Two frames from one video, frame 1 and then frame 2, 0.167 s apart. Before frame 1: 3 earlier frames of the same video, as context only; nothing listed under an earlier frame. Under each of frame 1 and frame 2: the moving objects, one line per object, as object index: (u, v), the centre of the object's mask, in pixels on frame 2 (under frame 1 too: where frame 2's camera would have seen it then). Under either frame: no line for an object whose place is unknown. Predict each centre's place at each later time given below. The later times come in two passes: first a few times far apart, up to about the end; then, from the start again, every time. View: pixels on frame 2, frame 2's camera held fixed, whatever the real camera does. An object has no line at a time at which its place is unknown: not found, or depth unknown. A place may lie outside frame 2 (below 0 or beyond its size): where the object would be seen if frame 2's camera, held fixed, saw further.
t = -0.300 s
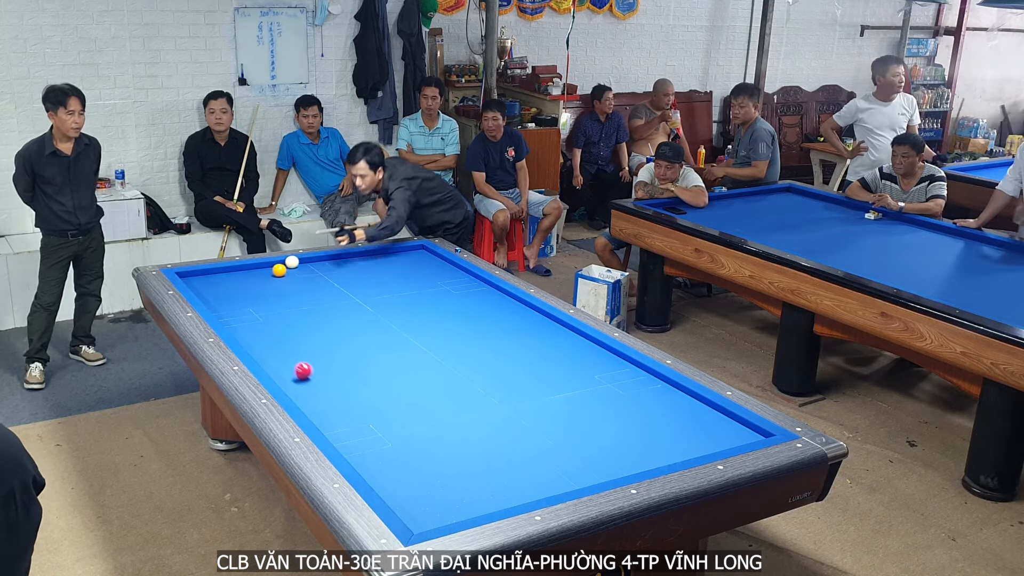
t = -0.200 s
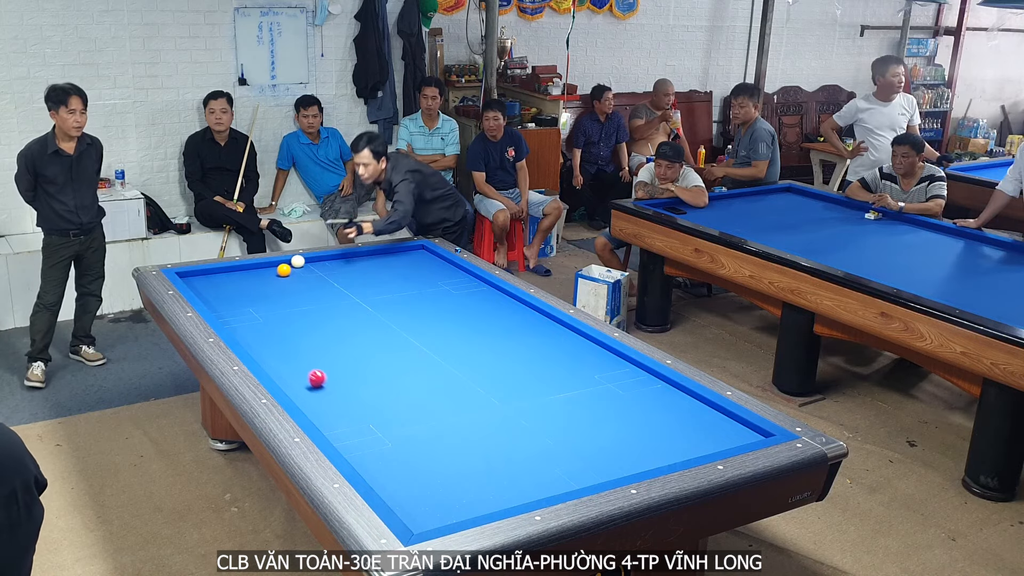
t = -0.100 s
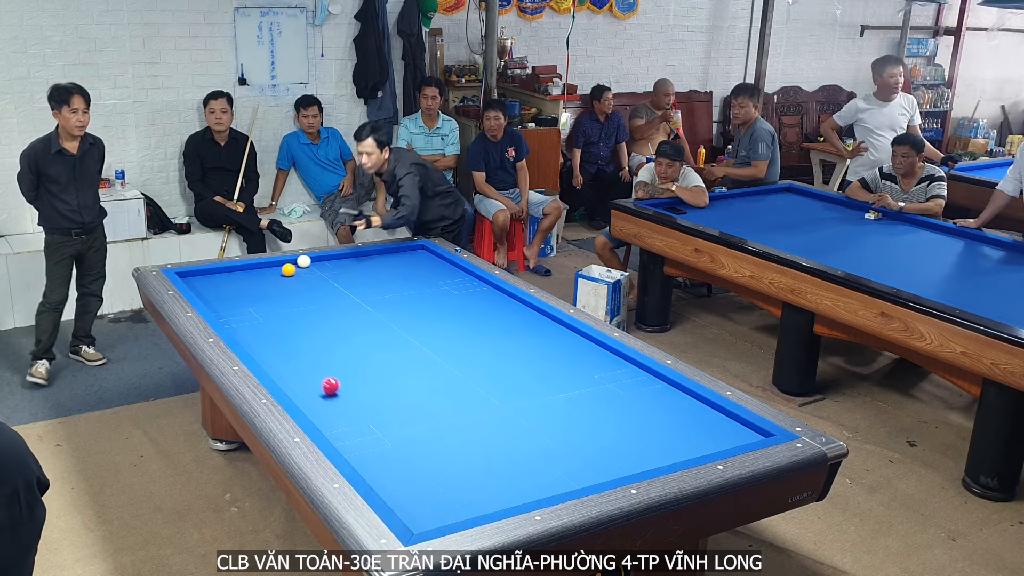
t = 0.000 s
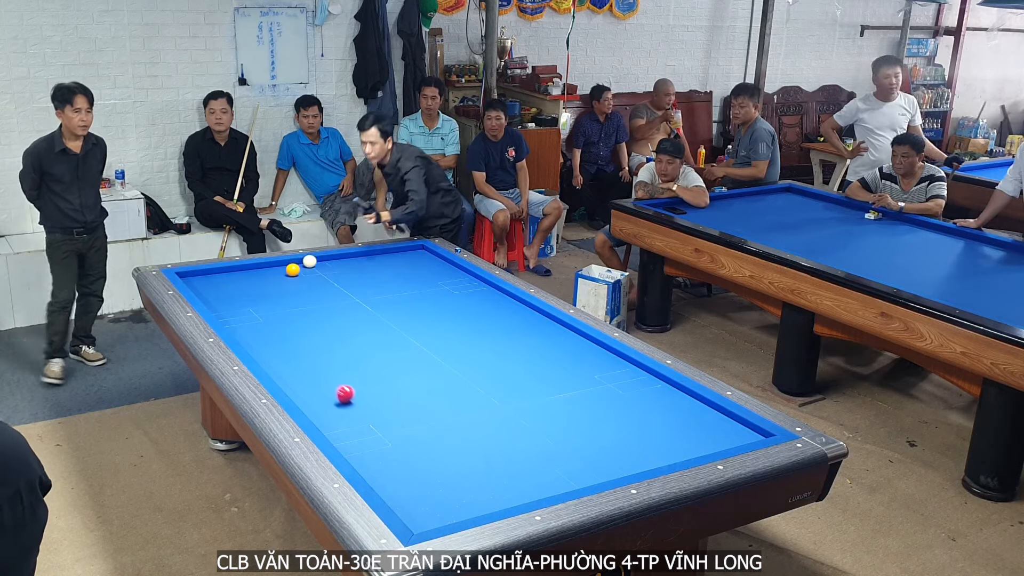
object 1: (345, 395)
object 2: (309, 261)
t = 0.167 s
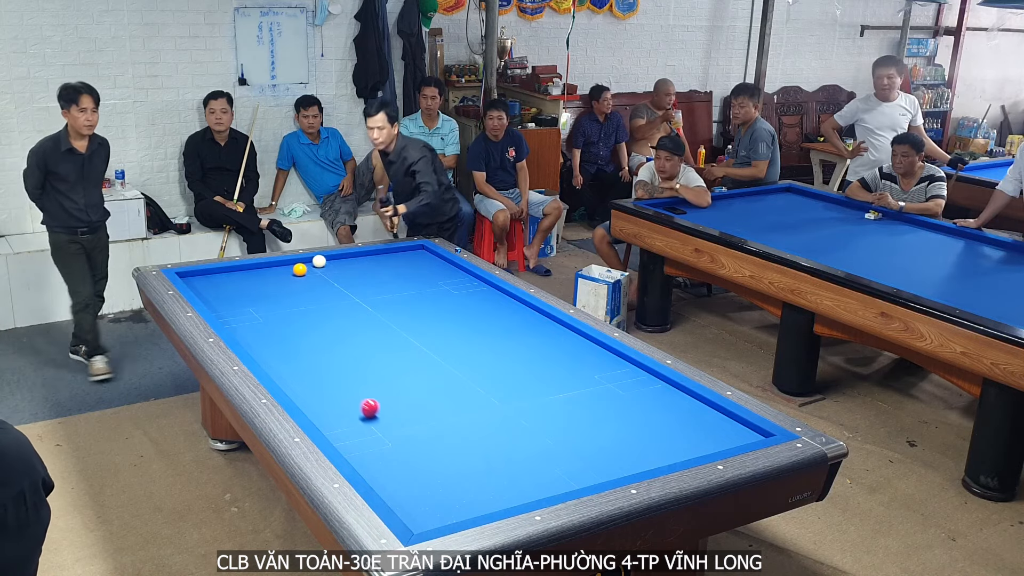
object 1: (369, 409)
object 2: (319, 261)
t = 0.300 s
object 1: (390, 421)
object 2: (326, 261)
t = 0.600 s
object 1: (439, 448)
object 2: (342, 261)
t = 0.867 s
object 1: (487, 475)
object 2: (355, 261)
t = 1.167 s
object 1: (523, 489)
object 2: (369, 261)
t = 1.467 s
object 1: (512, 464)
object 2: (382, 261)
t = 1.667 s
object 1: (506, 450)
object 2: (390, 261)
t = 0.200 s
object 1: (374, 412)
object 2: (320, 261)
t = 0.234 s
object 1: (379, 415)
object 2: (322, 261)
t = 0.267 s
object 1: (385, 417)
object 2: (324, 261)
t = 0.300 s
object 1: (390, 421)
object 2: (326, 261)
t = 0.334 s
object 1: (395, 423)
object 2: (328, 261)
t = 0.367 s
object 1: (400, 426)
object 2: (330, 261)
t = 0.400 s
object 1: (406, 429)
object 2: (331, 261)
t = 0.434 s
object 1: (411, 432)
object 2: (333, 261)
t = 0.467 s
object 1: (417, 436)
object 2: (335, 261)
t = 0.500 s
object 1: (422, 438)
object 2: (337, 261)
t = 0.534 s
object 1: (428, 441)
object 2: (338, 261)
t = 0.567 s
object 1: (434, 445)
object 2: (340, 261)
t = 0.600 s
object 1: (439, 448)
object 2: (342, 261)
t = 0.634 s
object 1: (445, 451)
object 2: (343, 261)
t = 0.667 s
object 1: (451, 455)
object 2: (345, 261)
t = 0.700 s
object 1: (456, 458)
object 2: (347, 261)
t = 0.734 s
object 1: (463, 461)
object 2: (349, 261)
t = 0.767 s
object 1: (469, 465)
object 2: (350, 261)
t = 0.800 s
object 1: (475, 468)
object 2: (352, 261)
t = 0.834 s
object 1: (481, 471)
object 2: (353, 261)
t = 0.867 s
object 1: (487, 475)
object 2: (355, 261)
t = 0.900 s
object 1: (493, 479)
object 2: (357, 261)
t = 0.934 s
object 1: (500, 482)
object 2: (358, 261)
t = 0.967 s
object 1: (506, 486)
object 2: (360, 261)
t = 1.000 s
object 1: (512, 489)
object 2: (361, 261)
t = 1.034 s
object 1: (519, 493)
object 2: (363, 261)
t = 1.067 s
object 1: (526, 494)
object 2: (365, 261)
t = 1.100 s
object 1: (527, 494)
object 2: (366, 261)
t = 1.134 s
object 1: (525, 492)
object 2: (368, 261)
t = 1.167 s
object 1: (523, 489)
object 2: (369, 261)
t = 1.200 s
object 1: (521, 486)
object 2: (371, 261)
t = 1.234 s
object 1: (520, 482)
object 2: (372, 261)
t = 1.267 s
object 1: (518, 480)
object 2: (374, 261)
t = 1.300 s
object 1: (517, 477)
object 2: (375, 261)
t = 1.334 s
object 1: (516, 474)
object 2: (377, 261)
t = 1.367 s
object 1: (515, 472)
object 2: (378, 261)
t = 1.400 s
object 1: (514, 469)
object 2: (379, 261)
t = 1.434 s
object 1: (513, 467)
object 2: (381, 261)
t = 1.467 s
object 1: (512, 464)
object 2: (382, 261)
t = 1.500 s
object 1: (511, 462)
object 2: (384, 261)
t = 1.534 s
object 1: (510, 459)
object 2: (385, 261)
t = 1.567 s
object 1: (509, 457)
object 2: (386, 261)
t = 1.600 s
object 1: (508, 455)
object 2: (388, 261)
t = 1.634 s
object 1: (507, 452)
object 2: (389, 261)
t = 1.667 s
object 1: (506, 450)
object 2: (390, 261)
